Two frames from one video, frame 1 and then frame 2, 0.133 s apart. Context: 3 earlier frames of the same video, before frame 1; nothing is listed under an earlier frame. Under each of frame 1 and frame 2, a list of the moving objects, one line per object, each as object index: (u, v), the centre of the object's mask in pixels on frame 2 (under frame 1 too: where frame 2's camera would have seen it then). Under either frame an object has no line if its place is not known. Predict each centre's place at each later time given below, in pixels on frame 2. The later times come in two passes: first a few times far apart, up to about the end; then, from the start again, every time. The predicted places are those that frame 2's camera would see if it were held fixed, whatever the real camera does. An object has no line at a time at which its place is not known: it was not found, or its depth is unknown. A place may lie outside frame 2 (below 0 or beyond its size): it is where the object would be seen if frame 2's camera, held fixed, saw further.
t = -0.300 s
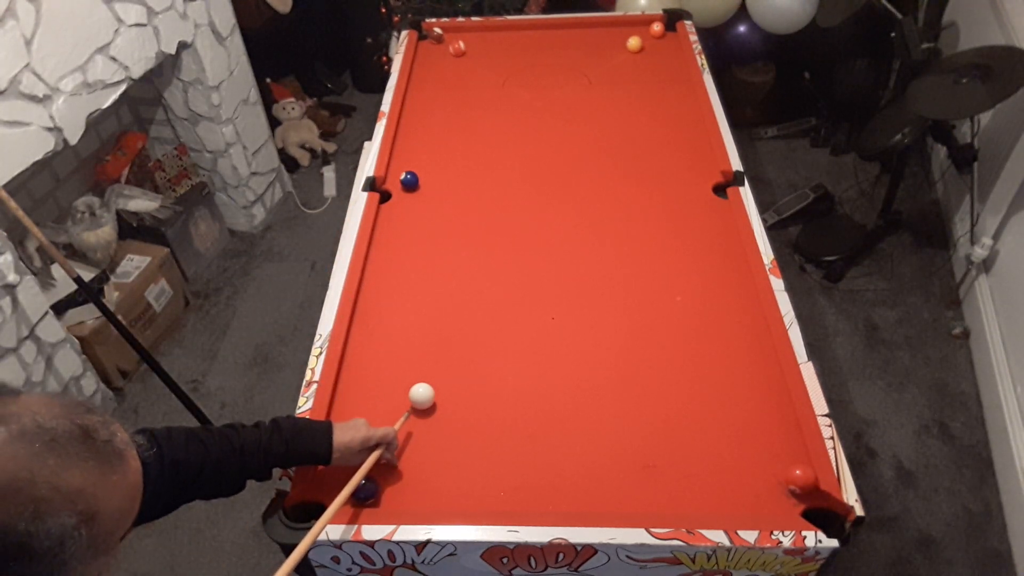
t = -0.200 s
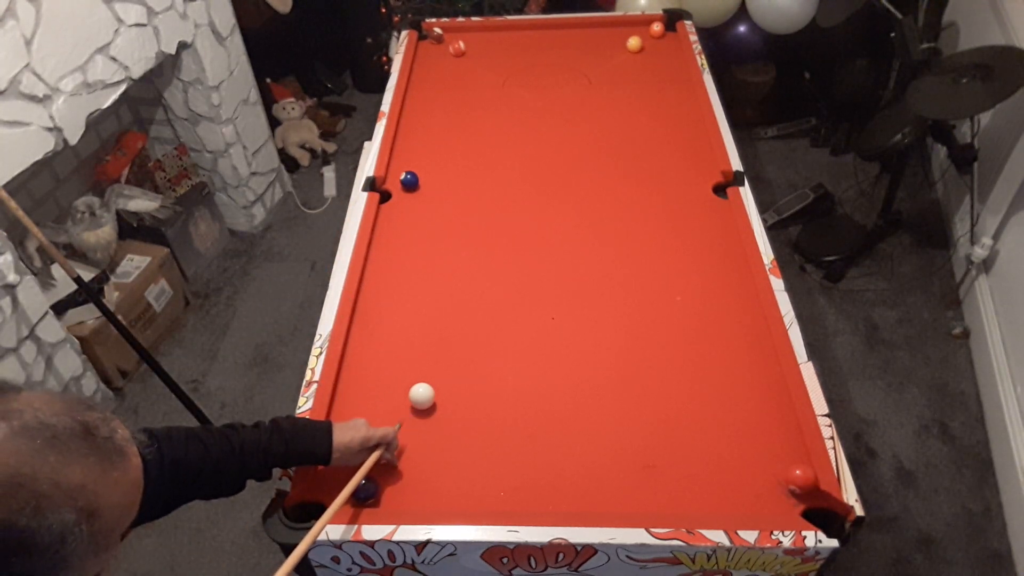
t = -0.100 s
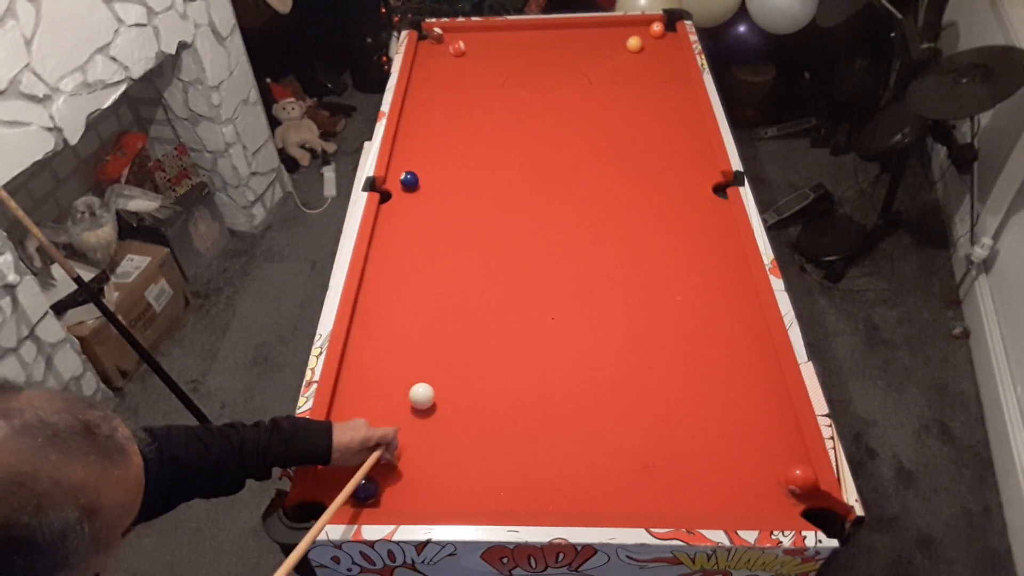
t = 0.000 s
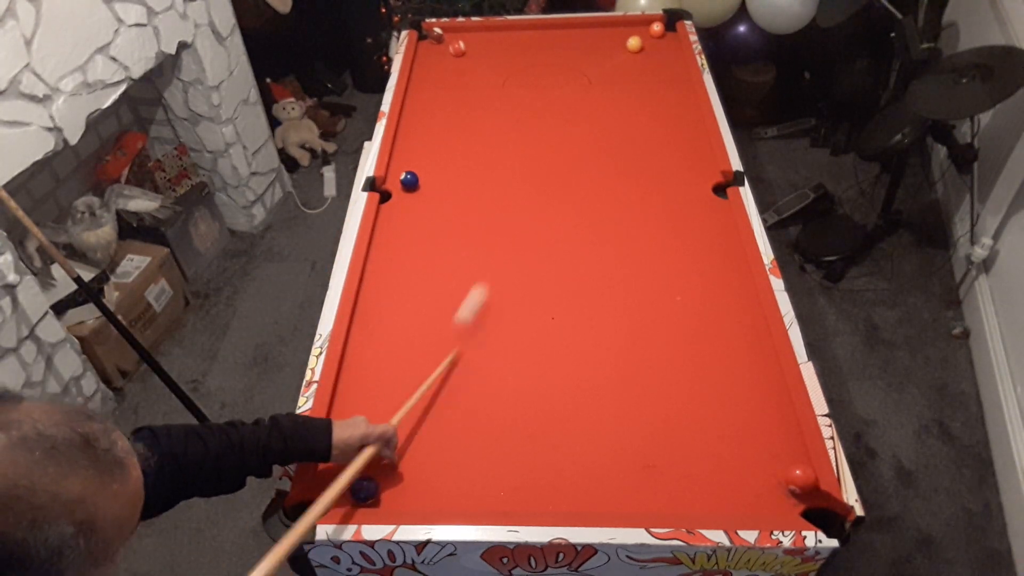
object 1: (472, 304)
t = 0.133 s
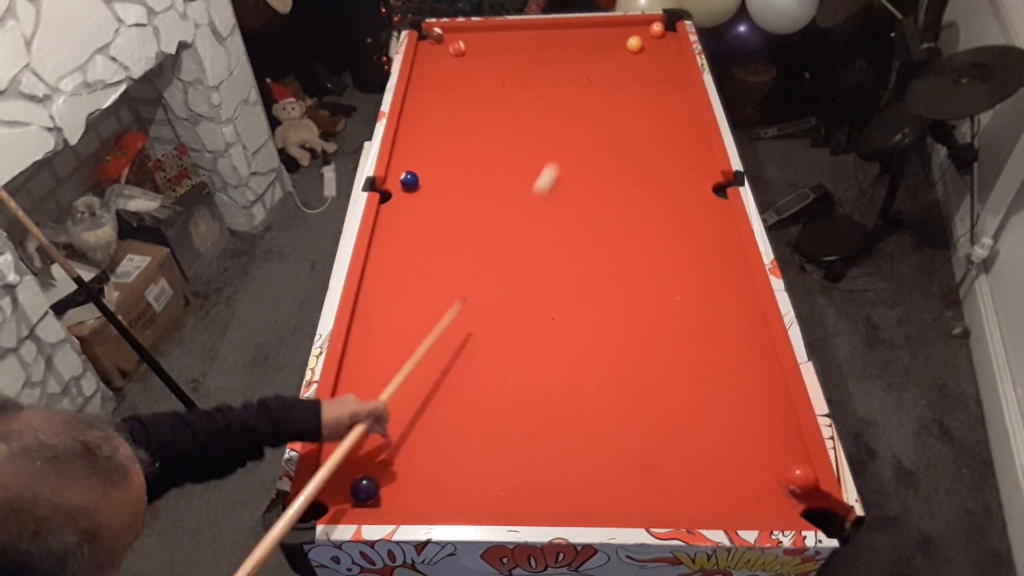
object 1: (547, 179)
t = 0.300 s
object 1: (605, 80)
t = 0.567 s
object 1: (584, 29)
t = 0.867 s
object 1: (562, 47)
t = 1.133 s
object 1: (545, 59)
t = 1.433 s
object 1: (529, 71)
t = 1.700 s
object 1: (516, 81)
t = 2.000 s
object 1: (504, 91)
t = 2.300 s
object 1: (495, 98)
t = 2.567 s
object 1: (491, 102)
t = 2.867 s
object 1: (488, 104)
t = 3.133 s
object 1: (488, 104)
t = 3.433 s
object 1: (488, 104)
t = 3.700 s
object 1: (488, 104)
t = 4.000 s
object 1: (488, 104)
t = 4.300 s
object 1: (488, 104)
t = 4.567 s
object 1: (488, 104)
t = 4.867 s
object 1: (488, 104)
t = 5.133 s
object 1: (488, 104)
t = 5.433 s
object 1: (488, 104)
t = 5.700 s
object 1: (488, 105)
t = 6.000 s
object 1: (488, 105)
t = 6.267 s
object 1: (488, 105)
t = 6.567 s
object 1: (488, 105)
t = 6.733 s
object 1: (488, 105)
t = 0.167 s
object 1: (561, 155)
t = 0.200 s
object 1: (574, 133)
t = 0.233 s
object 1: (585, 114)
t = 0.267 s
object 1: (596, 96)
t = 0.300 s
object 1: (605, 80)
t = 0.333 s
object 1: (614, 65)
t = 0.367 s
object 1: (621, 52)
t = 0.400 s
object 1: (615, 44)
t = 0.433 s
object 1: (607, 39)
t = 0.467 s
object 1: (599, 34)
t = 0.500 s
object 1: (593, 29)
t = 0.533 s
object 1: (588, 26)
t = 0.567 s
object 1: (584, 29)
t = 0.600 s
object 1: (581, 32)
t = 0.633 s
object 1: (578, 35)
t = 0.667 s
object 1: (576, 37)
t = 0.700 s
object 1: (573, 39)
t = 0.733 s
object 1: (571, 41)
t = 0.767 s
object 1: (568, 42)
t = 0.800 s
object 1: (566, 44)
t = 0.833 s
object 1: (564, 45)
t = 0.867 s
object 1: (562, 47)
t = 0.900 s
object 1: (560, 49)
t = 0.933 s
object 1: (557, 50)
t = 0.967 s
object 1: (555, 51)
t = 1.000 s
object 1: (553, 53)
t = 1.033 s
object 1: (551, 55)
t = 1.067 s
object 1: (549, 56)
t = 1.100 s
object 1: (547, 58)
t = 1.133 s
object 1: (545, 59)
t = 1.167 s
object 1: (543, 60)
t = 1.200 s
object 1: (541, 62)
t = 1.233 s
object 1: (539, 63)
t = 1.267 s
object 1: (538, 65)
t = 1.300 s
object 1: (536, 66)
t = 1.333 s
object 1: (534, 67)
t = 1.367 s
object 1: (532, 69)
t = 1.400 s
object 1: (530, 70)
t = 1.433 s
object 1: (529, 71)
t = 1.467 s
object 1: (527, 73)
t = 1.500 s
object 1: (525, 74)
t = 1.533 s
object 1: (523, 75)
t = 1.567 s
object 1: (522, 77)
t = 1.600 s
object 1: (520, 78)
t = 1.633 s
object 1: (519, 79)
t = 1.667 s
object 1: (517, 80)
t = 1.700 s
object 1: (516, 81)
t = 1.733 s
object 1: (514, 82)
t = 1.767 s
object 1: (513, 84)
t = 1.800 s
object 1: (511, 85)
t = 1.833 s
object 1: (510, 86)
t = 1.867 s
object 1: (509, 87)
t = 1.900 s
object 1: (507, 88)
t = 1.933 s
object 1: (506, 89)
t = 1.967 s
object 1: (505, 89)
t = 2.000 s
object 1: (504, 91)
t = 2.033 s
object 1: (502, 91)
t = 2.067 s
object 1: (501, 92)
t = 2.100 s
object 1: (500, 93)
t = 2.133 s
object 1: (499, 94)
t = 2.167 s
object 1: (498, 95)
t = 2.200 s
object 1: (497, 95)
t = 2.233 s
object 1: (497, 96)
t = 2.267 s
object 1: (496, 97)
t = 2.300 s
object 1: (495, 98)
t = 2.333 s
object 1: (494, 98)
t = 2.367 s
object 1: (494, 99)
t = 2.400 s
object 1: (493, 100)
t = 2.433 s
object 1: (493, 100)
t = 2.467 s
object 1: (492, 100)
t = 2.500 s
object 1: (492, 101)
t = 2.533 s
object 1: (491, 102)
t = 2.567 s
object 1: (491, 102)
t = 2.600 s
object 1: (490, 102)
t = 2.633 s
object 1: (490, 103)
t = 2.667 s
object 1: (490, 103)
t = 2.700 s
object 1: (489, 103)
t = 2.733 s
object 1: (489, 103)
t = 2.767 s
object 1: (489, 104)
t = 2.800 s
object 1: (489, 104)
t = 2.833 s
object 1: (488, 104)
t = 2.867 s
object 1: (488, 104)
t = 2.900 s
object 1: (488, 104)
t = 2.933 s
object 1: (488, 104)
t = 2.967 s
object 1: (488, 104)
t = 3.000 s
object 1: (488, 104)
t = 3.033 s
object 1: (488, 104)
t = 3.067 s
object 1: (488, 104)
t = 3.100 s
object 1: (488, 104)
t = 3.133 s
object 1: (488, 104)
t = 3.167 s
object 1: (488, 104)
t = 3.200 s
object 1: (488, 104)
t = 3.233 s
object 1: (488, 104)
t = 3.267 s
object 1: (488, 104)
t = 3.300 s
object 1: (488, 104)
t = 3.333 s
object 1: (488, 104)
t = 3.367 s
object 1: (488, 104)
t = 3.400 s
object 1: (488, 104)
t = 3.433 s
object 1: (488, 104)
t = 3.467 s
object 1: (488, 104)
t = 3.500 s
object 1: (488, 104)
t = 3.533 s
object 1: (488, 104)
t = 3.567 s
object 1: (488, 104)
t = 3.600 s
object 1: (488, 104)
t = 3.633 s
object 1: (488, 104)
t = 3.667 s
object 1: (488, 104)
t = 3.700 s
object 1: (488, 104)
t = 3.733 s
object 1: (488, 104)
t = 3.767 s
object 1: (488, 104)
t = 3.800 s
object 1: (488, 104)
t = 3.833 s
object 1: (488, 104)
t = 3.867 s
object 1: (488, 104)
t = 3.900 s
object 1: (488, 104)
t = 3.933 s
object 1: (488, 104)
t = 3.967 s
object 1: (488, 104)
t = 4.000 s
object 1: (488, 104)
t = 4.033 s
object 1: (488, 104)
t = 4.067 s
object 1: (488, 104)
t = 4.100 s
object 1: (488, 104)
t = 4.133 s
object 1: (488, 104)
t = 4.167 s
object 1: (488, 104)
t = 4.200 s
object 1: (488, 104)
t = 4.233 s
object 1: (488, 104)
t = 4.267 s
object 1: (488, 104)
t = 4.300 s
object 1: (488, 104)
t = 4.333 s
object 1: (488, 104)
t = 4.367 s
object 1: (488, 104)
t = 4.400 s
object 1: (488, 104)
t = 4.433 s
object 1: (488, 104)
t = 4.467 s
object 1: (488, 104)
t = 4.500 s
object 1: (488, 104)
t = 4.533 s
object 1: (488, 104)
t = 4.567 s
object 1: (488, 104)
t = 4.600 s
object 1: (488, 104)
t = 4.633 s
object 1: (488, 104)
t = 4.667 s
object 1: (488, 104)
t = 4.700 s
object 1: (488, 104)
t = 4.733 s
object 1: (488, 104)
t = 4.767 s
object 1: (488, 104)
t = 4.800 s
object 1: (488, 104)
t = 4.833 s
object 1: (488, 104)
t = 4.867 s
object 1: (488, 104)
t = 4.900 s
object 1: (488, 104)
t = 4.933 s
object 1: (488, 104)
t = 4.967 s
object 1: (488, 104)
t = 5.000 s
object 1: (488, 104)
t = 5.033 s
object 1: (488, 104)
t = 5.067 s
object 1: (488, 104)
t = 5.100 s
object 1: (488, 104)
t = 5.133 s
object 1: (488, 104)
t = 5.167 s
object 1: (488, 104)
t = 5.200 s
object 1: (488, 104)
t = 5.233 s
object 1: (488, 104)
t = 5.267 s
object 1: (488, 104)
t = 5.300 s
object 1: (488, 104)
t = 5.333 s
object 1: (488, 104)
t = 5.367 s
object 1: (488, 104)
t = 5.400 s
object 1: (488, 104)
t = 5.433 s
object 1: (488, 104)
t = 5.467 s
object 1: (488, 104)
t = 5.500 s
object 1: (488, 104)
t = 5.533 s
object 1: (488, 105)
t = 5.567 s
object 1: (488, 105)
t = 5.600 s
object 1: (488, 105)
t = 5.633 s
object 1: (488, 105)
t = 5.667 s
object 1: (488, 105)
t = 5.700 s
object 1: (488, 105)
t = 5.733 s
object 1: (488, 105)
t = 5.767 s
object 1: (488, 105)
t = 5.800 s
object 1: (488, 105)
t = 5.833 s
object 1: (488, 105)
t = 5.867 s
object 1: (488, 105)
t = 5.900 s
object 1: (488, 105)
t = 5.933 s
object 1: (488, 105)
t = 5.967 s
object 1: (488, 105)
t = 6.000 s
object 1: (488, 105)
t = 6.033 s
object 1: (488, 105)
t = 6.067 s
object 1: (488, 105)
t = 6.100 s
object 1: (488, 105)
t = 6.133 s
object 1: (488, 105)
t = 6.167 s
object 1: (488, 105)
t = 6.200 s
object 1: (488, 105)
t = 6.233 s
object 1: (488, 105)
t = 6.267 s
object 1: (488, 105)
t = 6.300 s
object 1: (488, 105)
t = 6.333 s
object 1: (488, 105)
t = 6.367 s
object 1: (488, 105)
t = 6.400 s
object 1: (488, 104)
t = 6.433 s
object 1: (488, 105)
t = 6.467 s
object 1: (488, 105)
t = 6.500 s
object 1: (488, 105)
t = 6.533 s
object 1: (488, 105)
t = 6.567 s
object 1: (488, 105)
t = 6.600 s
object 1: (488, 105)
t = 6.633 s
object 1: (488, 105)
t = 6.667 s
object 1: (488, 105)
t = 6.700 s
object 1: (488, 105)
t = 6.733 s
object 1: (488, 105)
